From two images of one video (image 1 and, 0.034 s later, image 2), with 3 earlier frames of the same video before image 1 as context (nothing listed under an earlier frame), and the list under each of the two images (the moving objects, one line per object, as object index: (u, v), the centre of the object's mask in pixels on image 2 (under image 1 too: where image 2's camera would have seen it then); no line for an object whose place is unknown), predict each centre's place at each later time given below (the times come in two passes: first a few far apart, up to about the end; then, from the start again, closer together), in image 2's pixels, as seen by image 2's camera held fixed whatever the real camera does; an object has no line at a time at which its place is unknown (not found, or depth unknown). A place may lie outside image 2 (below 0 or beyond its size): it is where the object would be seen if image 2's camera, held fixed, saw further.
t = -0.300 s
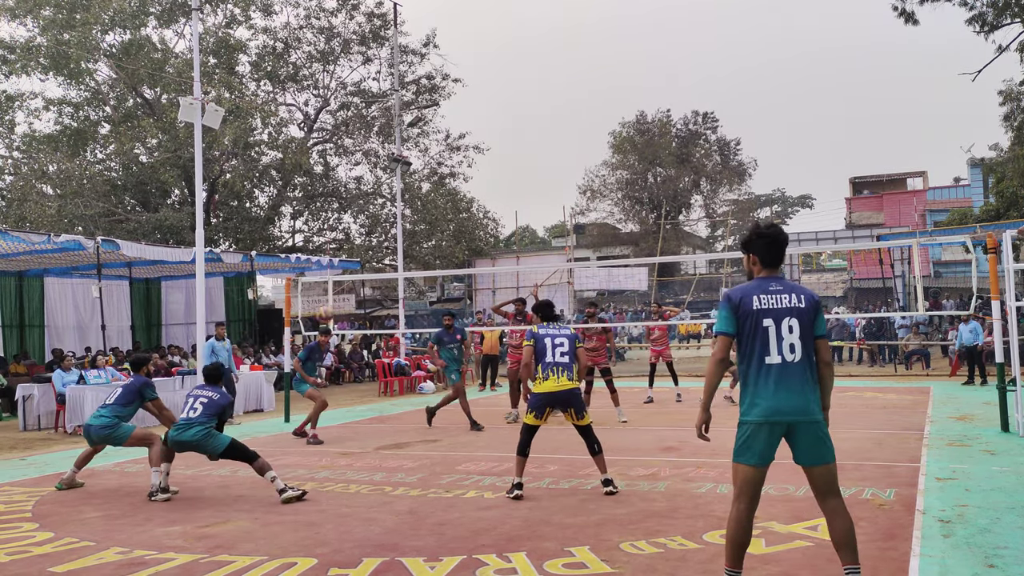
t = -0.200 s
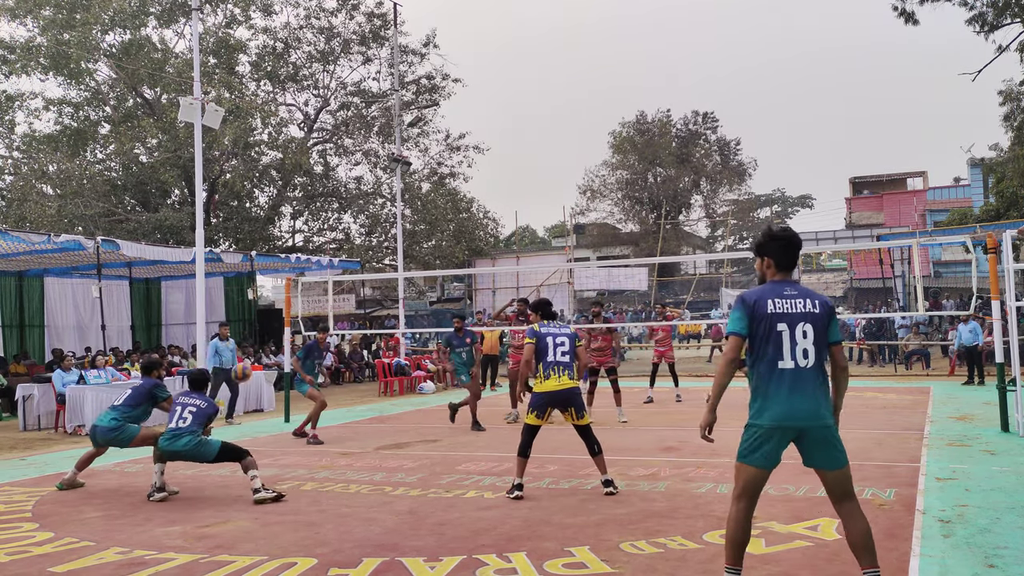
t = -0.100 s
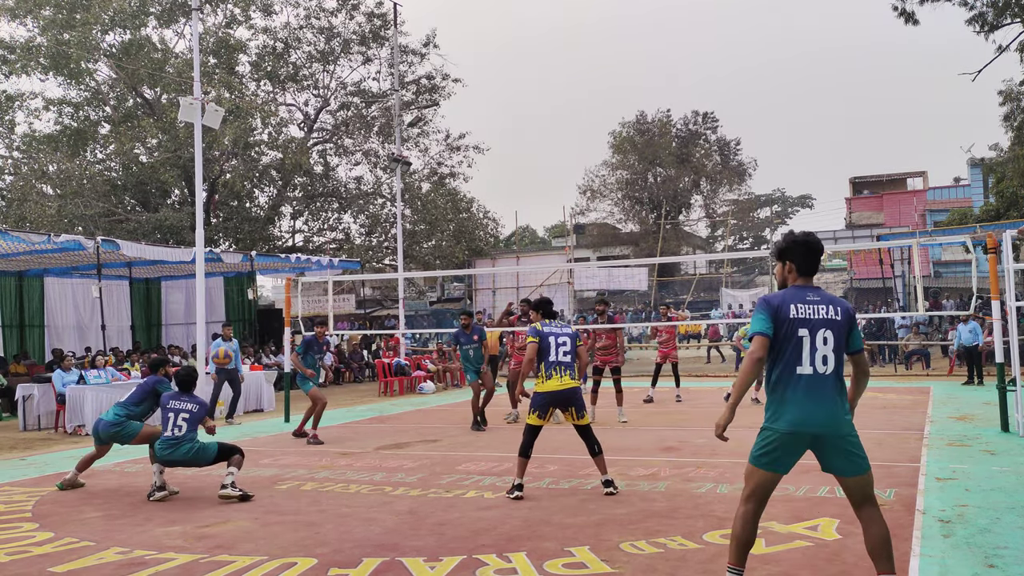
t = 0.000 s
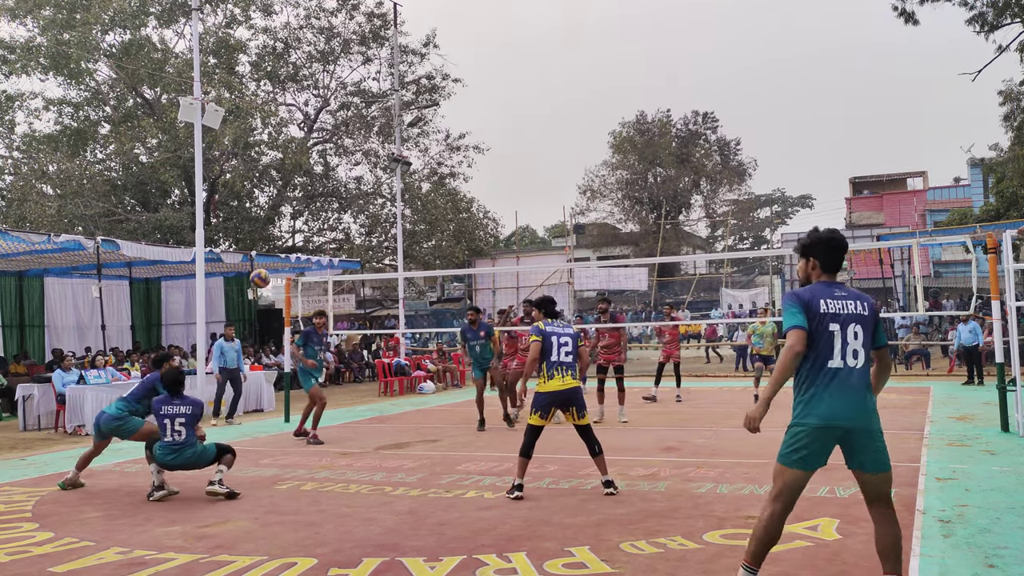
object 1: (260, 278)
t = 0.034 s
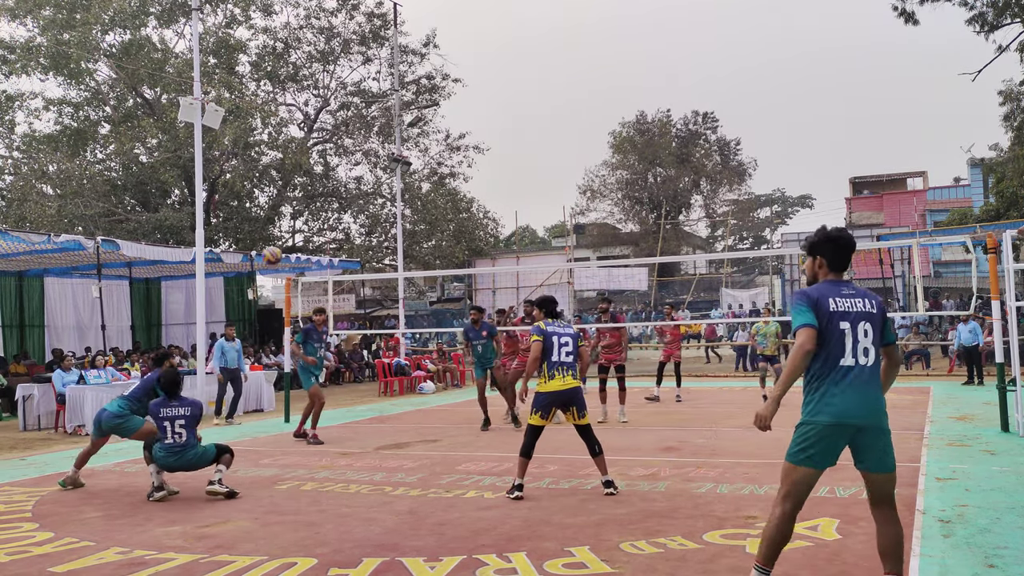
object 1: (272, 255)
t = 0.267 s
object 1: (347, 133)
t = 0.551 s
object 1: (424, 58)
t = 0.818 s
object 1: (489, 48)
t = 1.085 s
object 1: (551, 90)
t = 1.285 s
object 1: (596, 154)
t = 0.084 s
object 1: (289, 224)
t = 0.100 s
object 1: (295, 214)
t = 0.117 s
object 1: (300, 205)
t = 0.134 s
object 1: (306, 196)
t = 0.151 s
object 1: (310, 188)
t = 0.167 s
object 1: (316, 178)
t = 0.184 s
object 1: (321, 169)
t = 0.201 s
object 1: (327, 163)
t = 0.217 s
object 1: (331, 155)
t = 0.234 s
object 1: (337, 147)
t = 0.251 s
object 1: (341, 140)
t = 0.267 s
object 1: (347, 133)
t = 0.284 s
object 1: (352, 126)
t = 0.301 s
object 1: (356, 120)
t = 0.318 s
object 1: (361, 114)
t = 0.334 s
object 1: (366, 108)
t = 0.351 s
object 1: (370, 103)
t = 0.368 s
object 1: (375, 98)
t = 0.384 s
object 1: (379, 94)
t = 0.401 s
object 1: (384, 90)
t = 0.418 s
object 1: (388, 85)
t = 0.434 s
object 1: (393, 81)
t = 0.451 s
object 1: (398, 77)
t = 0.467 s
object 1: (402, 72)
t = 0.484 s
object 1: (407, 69)
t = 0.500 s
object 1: (411, 66)
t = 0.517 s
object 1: (415, 63)
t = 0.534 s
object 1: (419, 60)
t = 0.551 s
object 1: (424, 58)
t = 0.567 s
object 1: (428, 56)
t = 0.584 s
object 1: (432, 54)
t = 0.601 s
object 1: (436, 52)
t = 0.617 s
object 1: (441, 50)
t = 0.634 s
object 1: (445, 49)
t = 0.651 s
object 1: (449, 47)
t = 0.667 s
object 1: (453, 46)
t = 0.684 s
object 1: (457, 45)
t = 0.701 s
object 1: (461, 45)
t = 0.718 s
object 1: (465, 45)
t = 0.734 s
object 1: (469, 45)
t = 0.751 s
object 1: (473, 45)
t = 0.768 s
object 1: (477, 46)
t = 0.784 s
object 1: (481, 46)
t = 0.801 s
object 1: (485, 47)
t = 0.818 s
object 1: (489, 48)
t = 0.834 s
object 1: (493, 48)
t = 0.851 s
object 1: (497, 50)
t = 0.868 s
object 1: (501, 52)
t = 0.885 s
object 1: (505, 54)
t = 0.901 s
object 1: (509, 56)
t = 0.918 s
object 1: (513, 58)
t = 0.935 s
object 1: (517, 60)
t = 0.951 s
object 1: (521, 63)
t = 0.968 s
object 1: (525, 66)
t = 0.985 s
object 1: (528, 69)
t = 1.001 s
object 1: (532, 71)
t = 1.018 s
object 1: (536, 75)
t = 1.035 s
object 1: (540, 78)
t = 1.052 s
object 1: (544, 82)
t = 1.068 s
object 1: (547, 86)
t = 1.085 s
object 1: (551, 90)
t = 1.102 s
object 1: (555, 95)
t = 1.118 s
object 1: (559, 99)
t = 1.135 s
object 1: (562, 104)
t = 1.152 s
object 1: (566, 109)
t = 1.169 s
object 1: (570, 113)
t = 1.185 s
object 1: (574, 118)
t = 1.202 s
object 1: (577, 124)
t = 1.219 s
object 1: (581, 130)
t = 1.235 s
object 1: (585, 135)
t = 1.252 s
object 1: (588, 141)
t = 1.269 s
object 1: (592, 147)
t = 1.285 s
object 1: (596, 154)
